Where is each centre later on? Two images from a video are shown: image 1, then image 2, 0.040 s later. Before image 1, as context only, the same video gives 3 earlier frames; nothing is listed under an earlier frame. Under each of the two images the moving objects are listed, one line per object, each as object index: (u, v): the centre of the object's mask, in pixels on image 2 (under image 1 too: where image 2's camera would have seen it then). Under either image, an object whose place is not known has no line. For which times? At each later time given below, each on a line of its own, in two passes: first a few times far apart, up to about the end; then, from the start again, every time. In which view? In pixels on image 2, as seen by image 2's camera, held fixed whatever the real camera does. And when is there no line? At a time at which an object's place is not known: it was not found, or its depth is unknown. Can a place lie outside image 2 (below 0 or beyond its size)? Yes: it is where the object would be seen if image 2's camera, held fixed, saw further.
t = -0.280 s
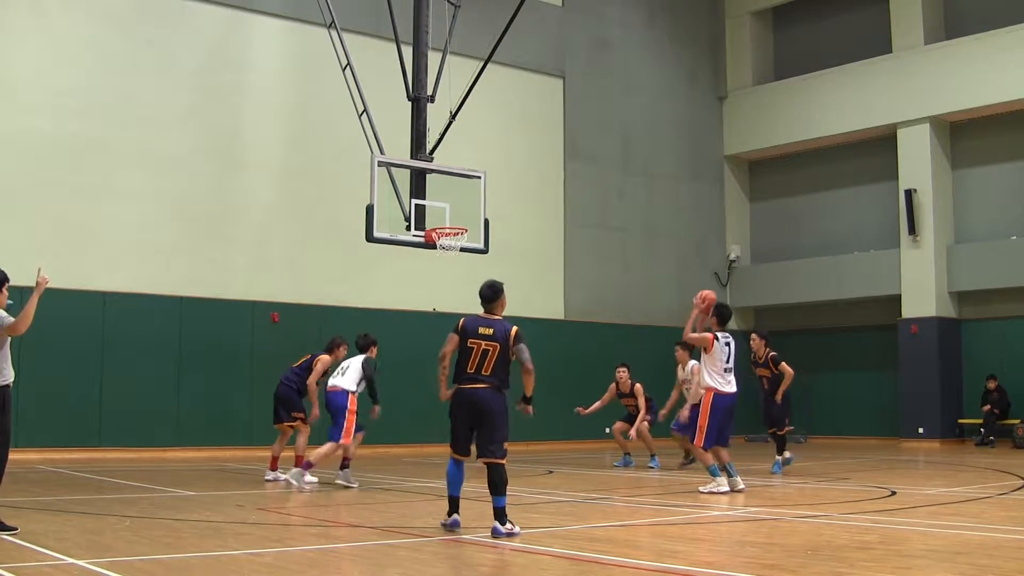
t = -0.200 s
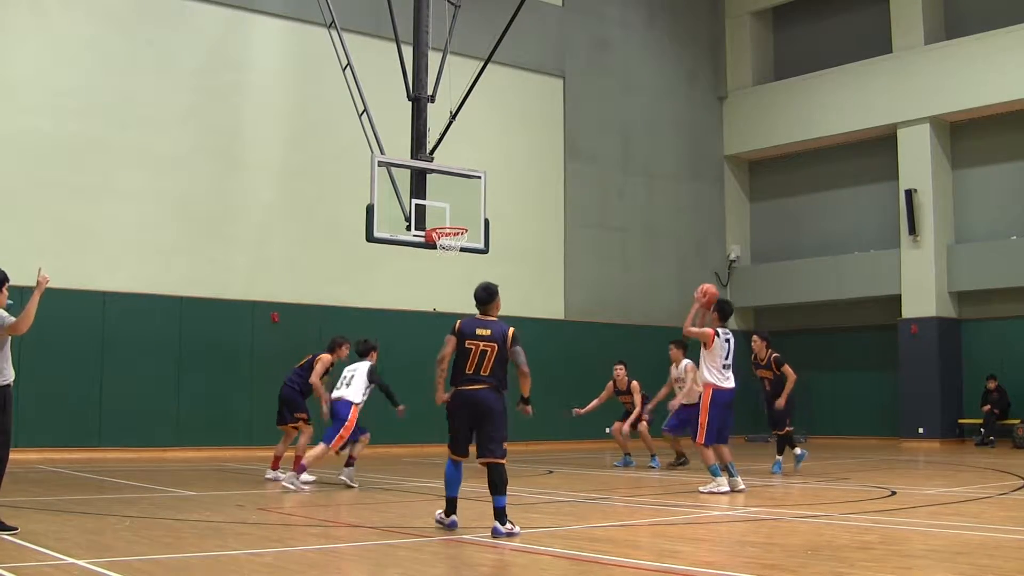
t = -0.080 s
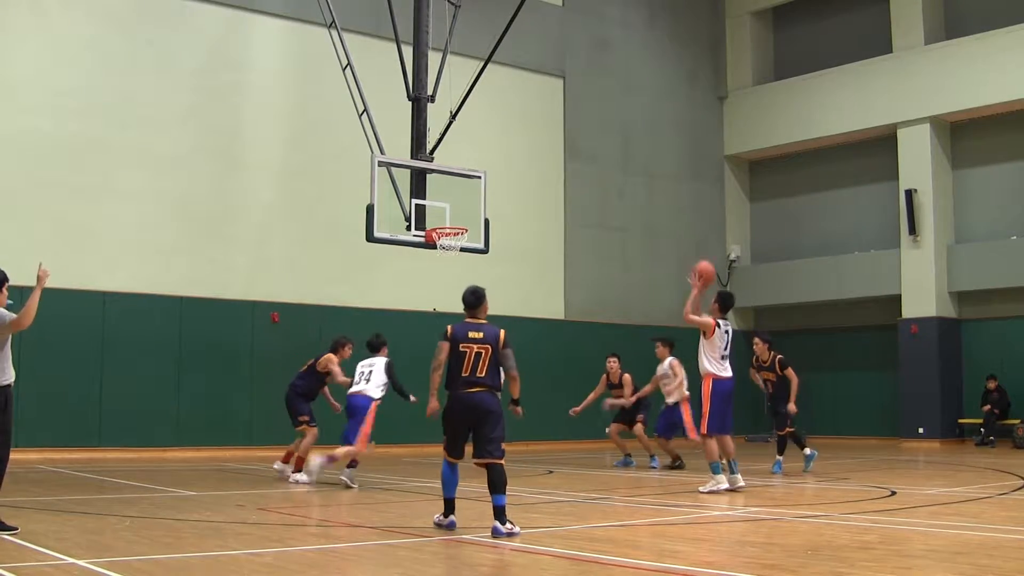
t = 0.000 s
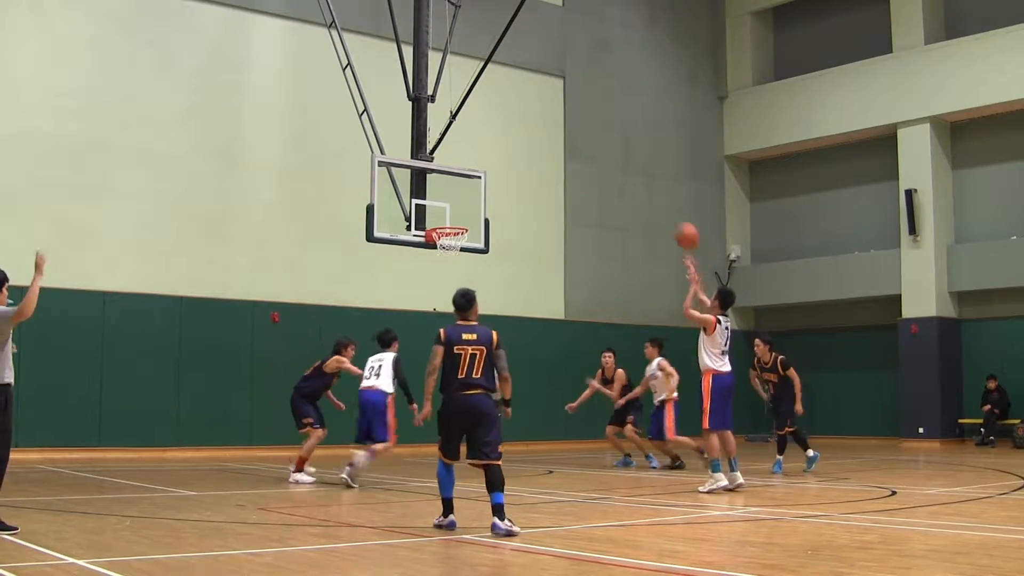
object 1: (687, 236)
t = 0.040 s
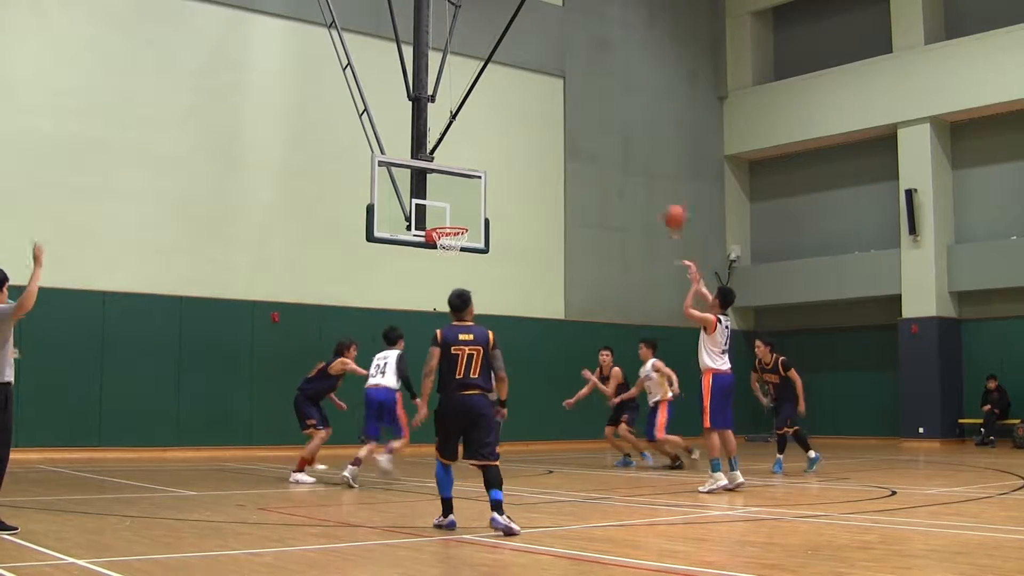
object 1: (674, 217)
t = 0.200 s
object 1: (629, 160)
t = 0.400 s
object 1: (579, 125)
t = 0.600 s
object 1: (533, 125)
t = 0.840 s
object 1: (483, 163)
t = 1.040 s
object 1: (446, 224)
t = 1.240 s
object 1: (455, 182)
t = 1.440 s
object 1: (464, 167)
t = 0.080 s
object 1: (663, 200)
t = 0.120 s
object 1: (651, 185)
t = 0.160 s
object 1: (640, 171)
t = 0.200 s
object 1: (629, 160)
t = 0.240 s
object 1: (618, 149)
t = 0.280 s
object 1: (608, 141)
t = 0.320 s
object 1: (598, 134)
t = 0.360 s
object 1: (588, 129)
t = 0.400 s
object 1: (579, 125)
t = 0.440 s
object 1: (569, 122)
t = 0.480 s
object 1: (559, 121)
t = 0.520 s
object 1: (550, 121)
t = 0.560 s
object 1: (541, 123)
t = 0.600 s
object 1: (533, 125)
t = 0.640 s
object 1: (524, 129)
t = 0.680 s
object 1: (516, 133)
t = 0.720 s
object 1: (507, 139)
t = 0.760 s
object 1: (500, 146)
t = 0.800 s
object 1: (491, 154)
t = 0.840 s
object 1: (483, 163)
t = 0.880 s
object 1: (477, 173)
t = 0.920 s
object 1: (468, 185)
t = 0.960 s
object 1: (460, 197)
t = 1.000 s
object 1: (453, 212)
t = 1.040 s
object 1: (446, 224)
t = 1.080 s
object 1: (447, 215)
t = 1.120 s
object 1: (449, 206)
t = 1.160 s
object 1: (451, 197)
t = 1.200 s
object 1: (453, 189)
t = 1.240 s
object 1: (455, 182)
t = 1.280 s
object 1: (456, 177)
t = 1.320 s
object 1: (458, 172)
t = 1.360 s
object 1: (460, 169)
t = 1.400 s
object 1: (462, 167)
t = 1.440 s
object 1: (464, 167)
